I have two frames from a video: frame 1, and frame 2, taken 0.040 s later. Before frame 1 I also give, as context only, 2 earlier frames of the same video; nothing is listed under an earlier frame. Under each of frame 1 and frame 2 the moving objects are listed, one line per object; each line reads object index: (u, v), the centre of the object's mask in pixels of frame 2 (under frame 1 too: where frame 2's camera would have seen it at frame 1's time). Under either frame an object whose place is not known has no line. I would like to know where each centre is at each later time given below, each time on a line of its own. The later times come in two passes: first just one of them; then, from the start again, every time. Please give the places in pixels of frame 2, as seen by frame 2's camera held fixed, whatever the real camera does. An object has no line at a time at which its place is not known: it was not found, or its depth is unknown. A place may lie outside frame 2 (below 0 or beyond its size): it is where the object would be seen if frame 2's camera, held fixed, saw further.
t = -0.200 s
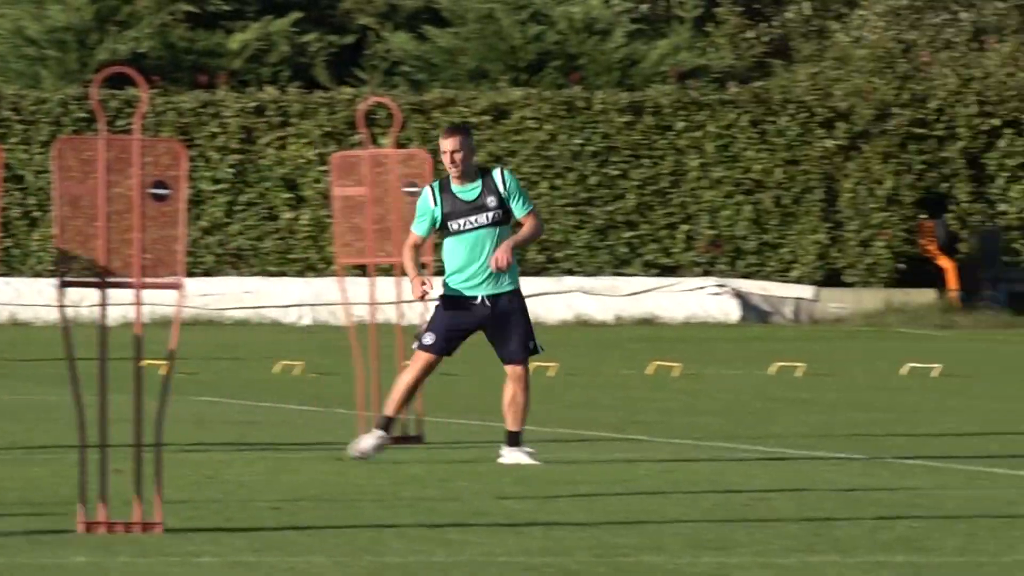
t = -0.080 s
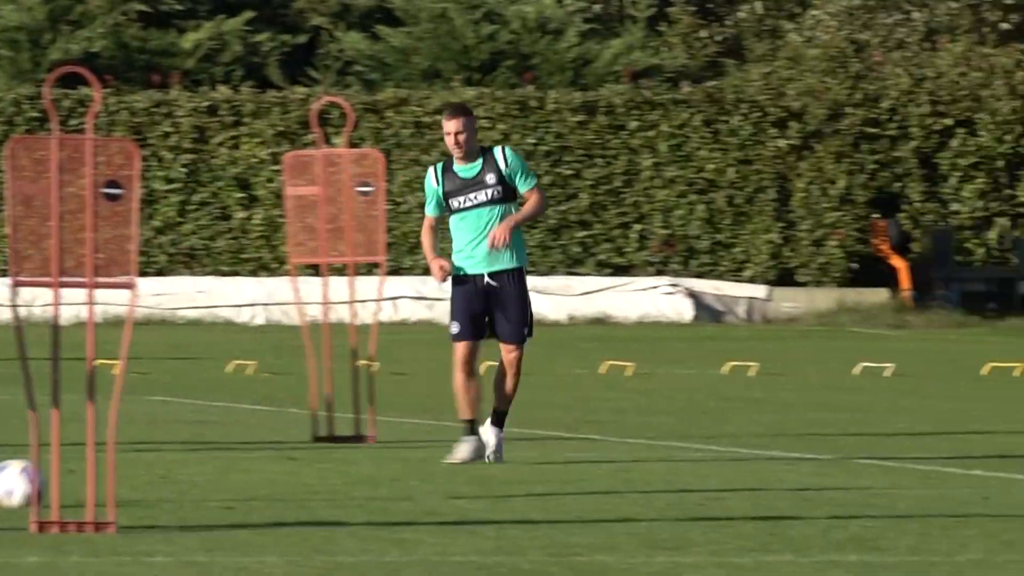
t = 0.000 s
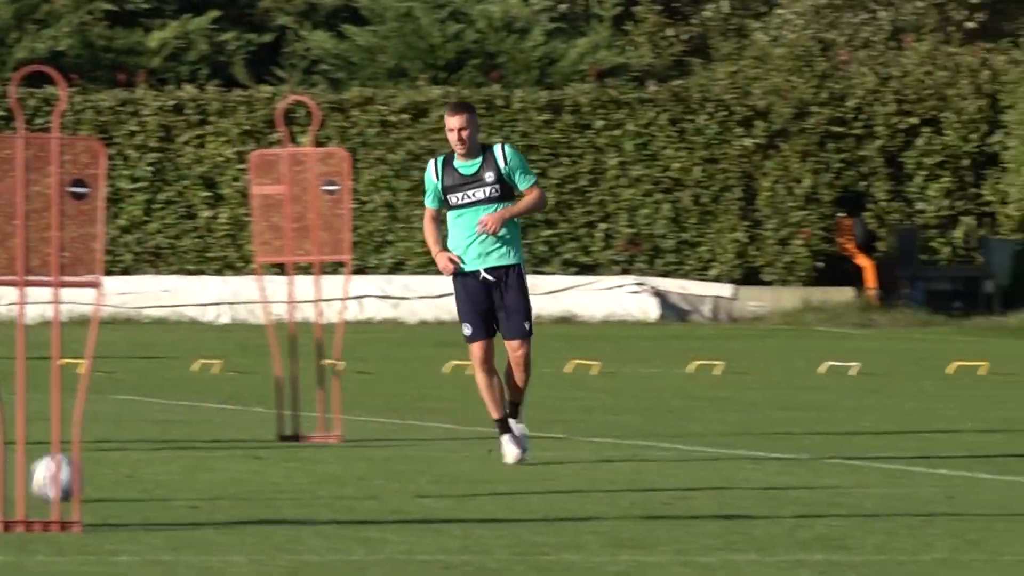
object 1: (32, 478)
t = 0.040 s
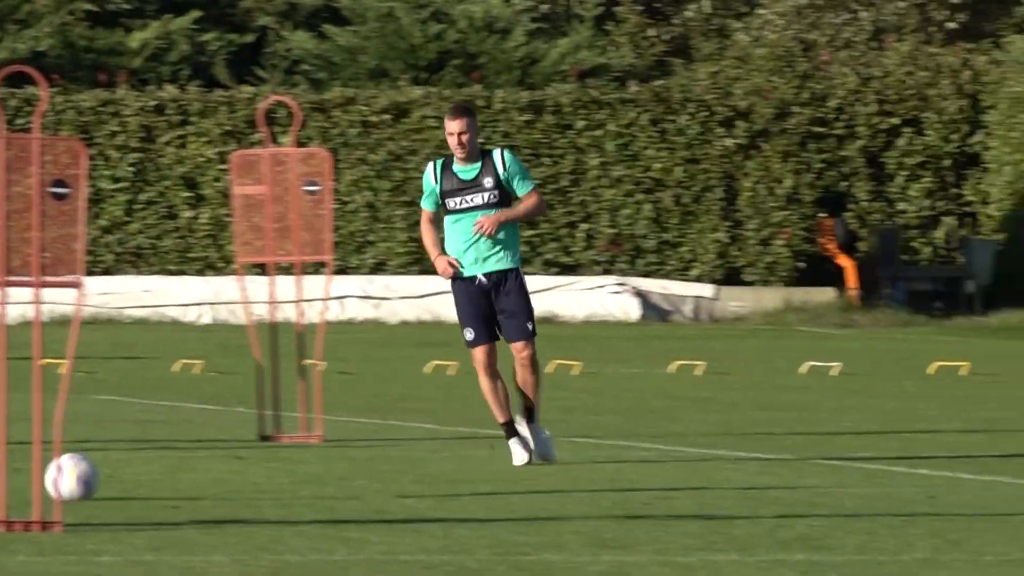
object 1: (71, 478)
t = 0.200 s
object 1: (190, 469)
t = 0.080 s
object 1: (103, 476)
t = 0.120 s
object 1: (134, 473)
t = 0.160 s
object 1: (164, 471)
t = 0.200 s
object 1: (190, 469)
